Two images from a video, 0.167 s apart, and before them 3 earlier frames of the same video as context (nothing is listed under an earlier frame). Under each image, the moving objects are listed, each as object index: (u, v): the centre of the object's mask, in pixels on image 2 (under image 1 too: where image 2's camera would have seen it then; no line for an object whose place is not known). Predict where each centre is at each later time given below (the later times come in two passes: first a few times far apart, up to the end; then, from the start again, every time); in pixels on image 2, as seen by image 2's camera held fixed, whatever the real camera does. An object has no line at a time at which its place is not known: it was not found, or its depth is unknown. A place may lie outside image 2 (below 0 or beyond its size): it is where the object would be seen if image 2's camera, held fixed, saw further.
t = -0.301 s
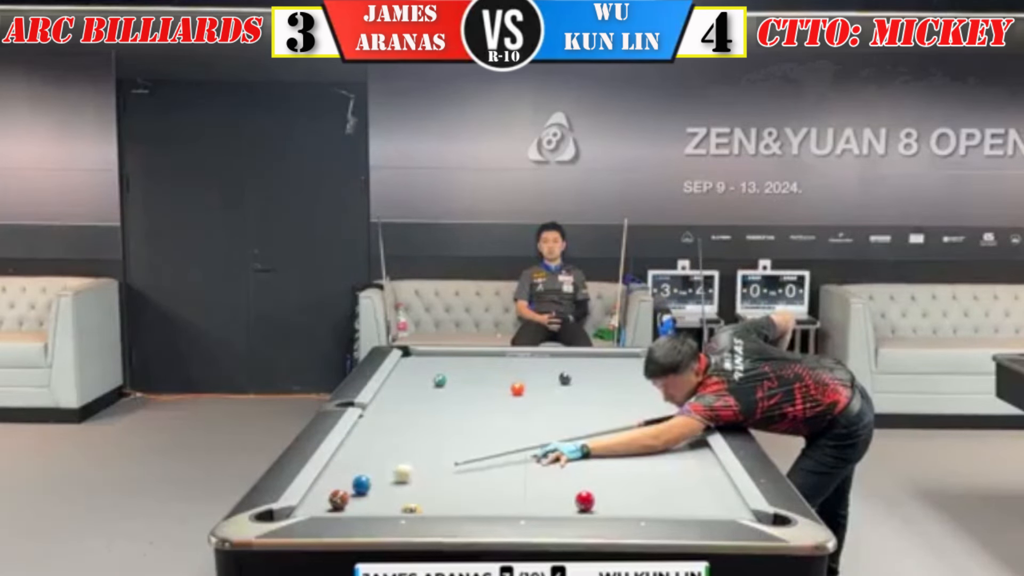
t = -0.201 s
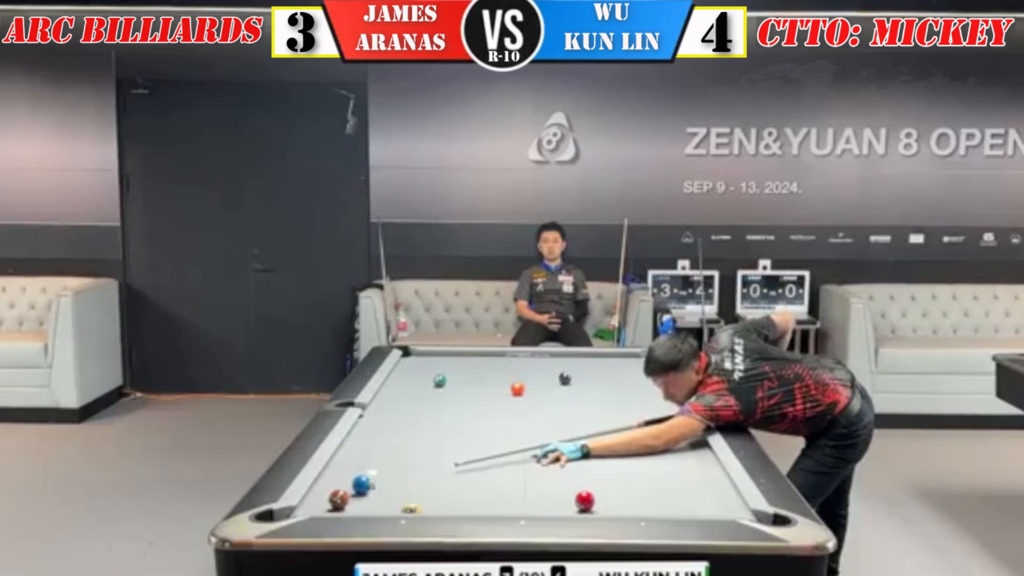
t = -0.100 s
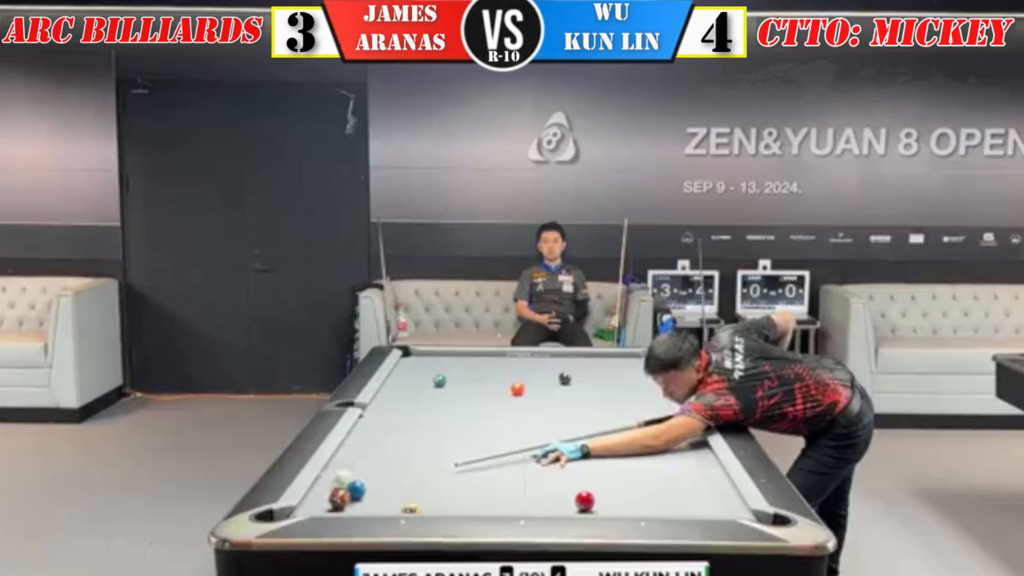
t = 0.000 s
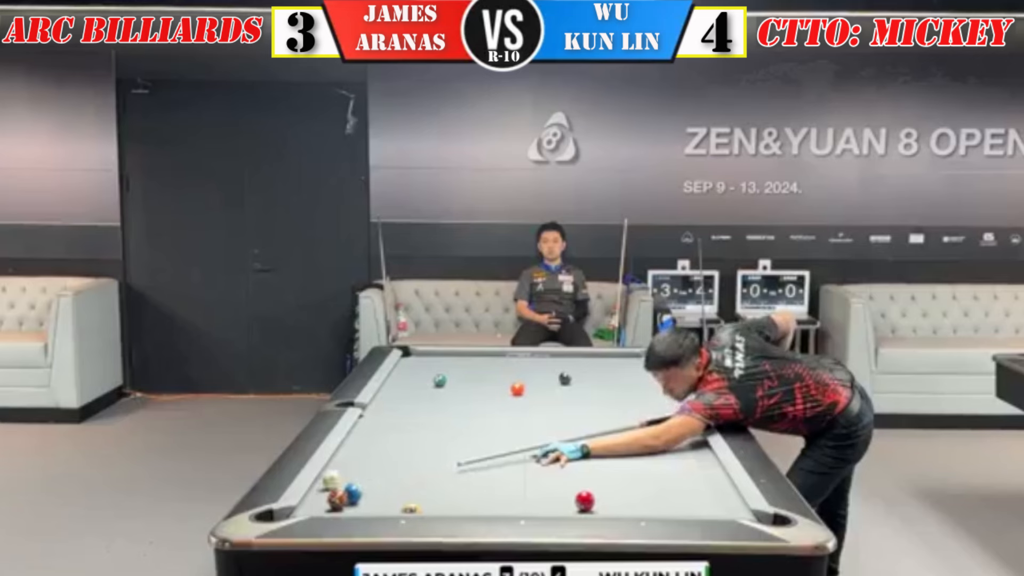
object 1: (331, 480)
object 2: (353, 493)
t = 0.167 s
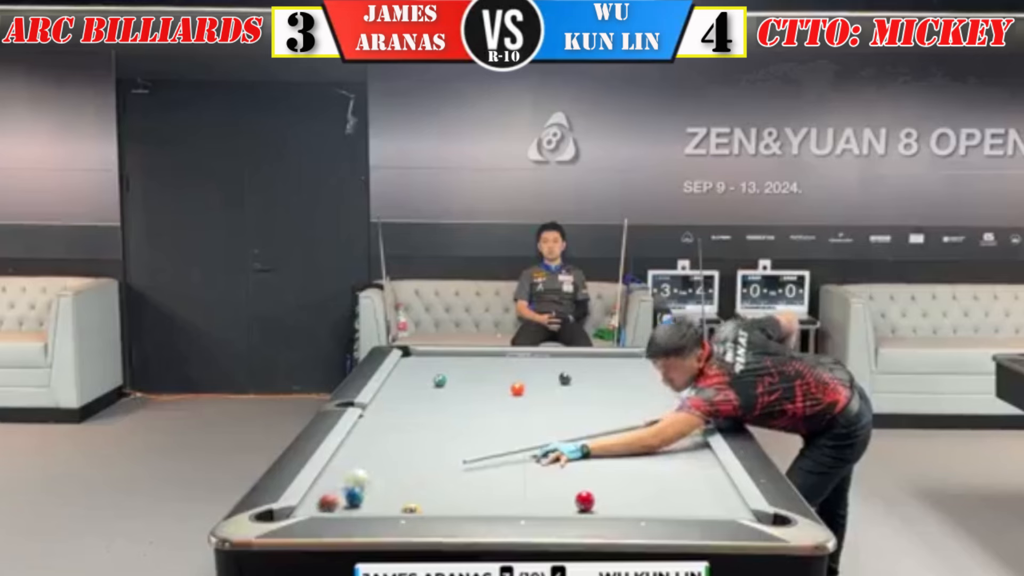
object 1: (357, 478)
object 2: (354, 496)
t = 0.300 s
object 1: (377, 479)
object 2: (355, 499)
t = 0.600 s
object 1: (417, 478)
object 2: (359, 501)
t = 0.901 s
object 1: (456, 477)
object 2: (361, 503)
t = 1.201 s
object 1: (491, 476)
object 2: (363, 505)
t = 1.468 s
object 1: (520, 475)
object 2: (364, 505)
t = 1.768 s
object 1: (550, 474)
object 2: (364, 505)
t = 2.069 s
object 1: (578, 473)
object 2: (364, 505)
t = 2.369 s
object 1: (602, 473)
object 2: (364, 505)
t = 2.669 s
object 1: (624, 472)
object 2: (364, 505)
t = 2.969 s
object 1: (643, 472)
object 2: (364, 505)
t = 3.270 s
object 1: (661, 471)
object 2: (364, 505)
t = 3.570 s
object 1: (675, 471)
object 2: (364, 506)
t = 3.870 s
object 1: (686, 471)
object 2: (364, 506)
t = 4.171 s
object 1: (696, 471)
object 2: (364, 506)
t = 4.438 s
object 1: (702, 471)
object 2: (364, 506)
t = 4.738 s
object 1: (708, 470)
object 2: (364, 506)
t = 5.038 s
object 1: (710, 471)
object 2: (364, 506)
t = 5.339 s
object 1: (711, 471)
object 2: (364, 506)
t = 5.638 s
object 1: (711, 470)
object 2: (364, 506)
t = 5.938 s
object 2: (364, 506)
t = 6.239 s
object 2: (364, 506)
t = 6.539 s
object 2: (364, 506)
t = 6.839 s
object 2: (364, 506)
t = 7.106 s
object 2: (364, 506)
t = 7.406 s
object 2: (365, 506)
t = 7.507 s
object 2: (364, 506)
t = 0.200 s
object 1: (362, 478)
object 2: (355, 496)
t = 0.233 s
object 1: (368, 479)
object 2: (355, 497)
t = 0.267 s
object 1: (372, 479)
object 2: (355, 498)
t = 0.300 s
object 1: (377, 479)
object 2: (355, 499)
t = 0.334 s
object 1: (381, 479)
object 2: (356, 499)
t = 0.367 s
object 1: (386, 479)
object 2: (356, 499)
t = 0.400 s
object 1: (390, 478)
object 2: (357, 500)
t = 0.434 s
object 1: (395, 478)
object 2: (357, 500)
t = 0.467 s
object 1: (400, 478)
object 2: (358, 500)
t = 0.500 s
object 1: (404, 478)
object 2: (358, 500)
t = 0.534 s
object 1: (409, 478)
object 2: (358, 501)
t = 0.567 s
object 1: (413, 478)
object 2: (358, 501)
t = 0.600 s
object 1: (417, 478)
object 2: (359, 501)
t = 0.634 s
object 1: (422, 478)
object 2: (359, 501)
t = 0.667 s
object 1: (427, 478)
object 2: (359, 502)
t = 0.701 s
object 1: (431, 478)
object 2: (360, 502)
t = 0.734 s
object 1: (435, 478)
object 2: (360, 503)
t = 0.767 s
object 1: (439, 478)
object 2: (360, 503)
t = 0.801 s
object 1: (443, 477)
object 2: (360, 503)
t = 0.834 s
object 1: (447, 477)
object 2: (360, 503)
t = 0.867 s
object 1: (452, 478)
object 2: (361, 503)
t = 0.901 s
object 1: (456, 477)
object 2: (361, 503)
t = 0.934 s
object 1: (459, 477)
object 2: (361, 504)
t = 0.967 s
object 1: (464, 477)
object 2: (361, 504)
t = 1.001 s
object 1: (468, 477)
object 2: (361, 504)
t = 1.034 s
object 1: (472, 476)
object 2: (362, 504)
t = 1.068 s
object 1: (475, 476)
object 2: (362, 504)
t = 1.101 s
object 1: (479, 476)
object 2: (362, 505)
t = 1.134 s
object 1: (483, 476)
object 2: (362, 505)
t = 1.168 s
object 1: (487, 476)
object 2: (362, 505)
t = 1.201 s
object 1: (491, 476)
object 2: (363, 505)
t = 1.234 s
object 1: (494, 476)
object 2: (363, 505)
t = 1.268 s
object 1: (498, 476)
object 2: (363, 505)
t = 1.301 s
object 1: (502, 476)
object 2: (363, 505)
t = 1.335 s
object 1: (505, 476)
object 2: (363, 505)
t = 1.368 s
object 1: (509, 476)
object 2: (363, 505)
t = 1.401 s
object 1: (513, 475)
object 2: (364, 505)
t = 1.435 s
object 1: (516, 475)
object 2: (364, 505)
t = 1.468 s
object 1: (520, 475)
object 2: (364, 505)
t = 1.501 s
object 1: (523, 476)
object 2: (363, 505)
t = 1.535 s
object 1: (527, 475)
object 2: (363, 505)
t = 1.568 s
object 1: (530, 474)
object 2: (363, 505)
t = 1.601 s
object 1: (533, 474)
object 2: (364, 505)
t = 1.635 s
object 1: (537, 474)
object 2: (363, 505)
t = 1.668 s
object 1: (540, 474)
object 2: (364, 505)
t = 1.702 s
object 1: (543, 474)
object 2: (364, 505)
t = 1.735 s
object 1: (547, 474)
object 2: (364, 505)
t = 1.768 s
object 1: (550, 474)
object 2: (364, 505)
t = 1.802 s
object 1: (553, 474)
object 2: (364, 505)
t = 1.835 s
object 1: (556, 474)
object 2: (364, 505)
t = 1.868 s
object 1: (559, 474)
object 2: (364, 505)
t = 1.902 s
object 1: (562, 473)
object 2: (364, 505)
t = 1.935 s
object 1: (565, 474)
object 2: (364, 505)
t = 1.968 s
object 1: (568, 473)
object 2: (364, 505)
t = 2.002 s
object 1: (572, 473)
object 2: (364, 505)
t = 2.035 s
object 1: (574, 473)
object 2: (364, 505)
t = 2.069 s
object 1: (578, 473)
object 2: (364, 505)
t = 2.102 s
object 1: (580, 474)
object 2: (364, 505)
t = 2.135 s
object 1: (582, 474)
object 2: (364, 505)
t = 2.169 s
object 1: (586, 474)
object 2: (364, 505)
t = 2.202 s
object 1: (588, 473)
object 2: (364, 505)
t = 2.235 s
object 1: (591, 473)
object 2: (364, 505)
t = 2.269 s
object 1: (594, 473)
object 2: (364, 505)
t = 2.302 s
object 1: (597, 473)
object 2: (364, 505)
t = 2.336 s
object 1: (599, 473)
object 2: (364, 505)
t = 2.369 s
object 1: (602, 473)
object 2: (364, 505)
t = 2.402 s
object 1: (605, 473)
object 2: (364, 505)
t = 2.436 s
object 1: (607, 473)
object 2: (364, 505)
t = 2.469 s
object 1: (610, 473)
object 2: (364, 505)
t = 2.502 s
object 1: (612, 473)
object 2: (364, 505)
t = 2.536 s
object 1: (614, 473)
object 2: (364, 505)
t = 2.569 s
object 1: (617, 472)
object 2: (364, 505)
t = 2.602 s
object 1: (619, 472)
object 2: (364, 505)
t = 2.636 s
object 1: (622, 472)
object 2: (364, 505)
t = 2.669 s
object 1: (624, 472)
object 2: (364, 505)
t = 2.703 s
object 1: (626, 472)
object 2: (364, 505)
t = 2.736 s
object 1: (628, 472)
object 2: (364, 505)
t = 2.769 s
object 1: (631, 472)
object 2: (364, 505)
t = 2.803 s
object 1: (633, 472)
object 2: (364, 505)
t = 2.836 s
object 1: (635, 472)
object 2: (364, 505)
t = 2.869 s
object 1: (637, 472)
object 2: (364, 505)
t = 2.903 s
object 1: (639, 472)
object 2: (364, 505)
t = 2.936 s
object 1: (641, 472)
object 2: (364, 505)
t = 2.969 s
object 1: (643, 472)
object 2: (364, 505)
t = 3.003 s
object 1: (646, 472)
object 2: (364, 505)
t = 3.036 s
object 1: (647, 472)
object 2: (364, 505)
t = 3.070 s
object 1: (649, 472)
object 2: (364, 505)
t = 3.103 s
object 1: (651, 472)
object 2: (364, 505)
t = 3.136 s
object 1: (653, 472)
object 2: (364, 505)
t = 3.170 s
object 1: (655, 472)
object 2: (364, 505)
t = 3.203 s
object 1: (657, 472)
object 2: (364, 505)
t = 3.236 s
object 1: (659, 471)
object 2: (364, 505)
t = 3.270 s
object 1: (661, 471)
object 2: (364, 505)
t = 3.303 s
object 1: (663, 471)
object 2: (364, 505)
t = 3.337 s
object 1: (665, 471)
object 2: (364, 505)
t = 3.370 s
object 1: (666, 471)
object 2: (364, 505)
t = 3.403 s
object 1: (668, 471)
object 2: (364, 505)
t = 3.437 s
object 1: (669, 471)
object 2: (364, 505)
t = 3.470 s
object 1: (671, 471)
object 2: (364, 505)
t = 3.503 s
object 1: (672, 470)
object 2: (364, 505)
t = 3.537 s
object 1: (673, 470)
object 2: (364, 505)
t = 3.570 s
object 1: (675, 471)
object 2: (364, 506)
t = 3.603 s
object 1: (676, 471)
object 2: (364, 506)
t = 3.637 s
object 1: (678, 471)
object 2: (364, 506)
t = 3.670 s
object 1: (679, 471)
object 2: (364, 506)
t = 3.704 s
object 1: (681, 471)
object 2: (364, 506)
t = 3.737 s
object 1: (682, 471)
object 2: (364, 506)
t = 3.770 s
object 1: (683, 471)
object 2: (364, 506)
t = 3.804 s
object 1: (684, 471)
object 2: (364, 506)
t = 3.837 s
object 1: (685, 471)
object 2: (364, 506)
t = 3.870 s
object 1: (686, 471)
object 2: (364, 506)
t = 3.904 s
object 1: (688, 470)
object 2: (364, 506)
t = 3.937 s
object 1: (689, 470)
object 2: (364, 506)
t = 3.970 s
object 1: (690, 471)
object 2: (364, 506)
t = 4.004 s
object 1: (691, 471)
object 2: (364, 506)
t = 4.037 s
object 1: (692, 471)
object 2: (364, 506)
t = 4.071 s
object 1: (694, 471)
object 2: (364, 506)
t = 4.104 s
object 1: (695, 471)
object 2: (364, 506)
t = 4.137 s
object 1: (696, 471)
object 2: (364, 506)
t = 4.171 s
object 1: (696, 471)
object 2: (364, 506)
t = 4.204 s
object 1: (697, 471)
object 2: (364, 506)
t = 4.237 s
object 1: (698, 471)
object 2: (364, 506)
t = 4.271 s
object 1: (699, 471)
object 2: (364, 506)
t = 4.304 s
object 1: (700, 471)
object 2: (364, 506)
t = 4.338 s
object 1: (701, 471)
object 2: (364, 506)
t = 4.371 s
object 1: (701, 471)
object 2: (364, 506)
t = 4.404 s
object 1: (702, 471)
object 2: (364, 506)
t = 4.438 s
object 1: (702, 471)
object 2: (364, 506)
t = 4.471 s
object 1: (703, 471)
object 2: (364, 506)
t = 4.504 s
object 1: (704, 471)
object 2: (364, 506)
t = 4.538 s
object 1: (704, 471)
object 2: (364, 506)
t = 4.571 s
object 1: (705, 471)
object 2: (364, 506)
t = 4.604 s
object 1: (705, 471)
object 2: (364, 506)
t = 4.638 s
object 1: (706, 471)
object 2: (364, 506)
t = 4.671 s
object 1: (706, 470)
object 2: (364, 506)
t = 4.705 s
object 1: (707, 470)
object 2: (364, 506)
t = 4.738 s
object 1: (708, 470)
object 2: (364, 506)
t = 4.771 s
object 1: (708, 470)
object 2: (364, 506)
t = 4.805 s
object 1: (709, 470)
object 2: (364, 506)
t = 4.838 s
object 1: (709, 470)
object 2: (364, 506)
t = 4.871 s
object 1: (709, 470)
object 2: (364, 506)
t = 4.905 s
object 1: (710, 471)
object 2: (364, 506)
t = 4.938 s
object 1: (710, 471)
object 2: (364, 506)
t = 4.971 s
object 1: (710, 471)
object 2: (364, 506)
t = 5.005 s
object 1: (710, 471)
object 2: (364, 506)
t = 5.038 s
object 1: (710, 471)
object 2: (364, 506)
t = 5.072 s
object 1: (710, 471)
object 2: (364, 506)
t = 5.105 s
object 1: (710, 471)
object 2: (364, 506)
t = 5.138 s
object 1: (710, 471)
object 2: (364, 506)
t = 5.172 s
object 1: (711, 471)
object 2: (364, 506)
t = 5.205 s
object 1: (711, 471)
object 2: (364, 506)
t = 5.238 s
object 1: (711, 471)
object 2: (364, 506)
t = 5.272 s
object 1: (711, 471)
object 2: (364, 506)
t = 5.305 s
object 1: (711, 471)
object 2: (364, 506)
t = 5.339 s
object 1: (711, 471)
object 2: (364, 506)
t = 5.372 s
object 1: (711, 471)
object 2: (364, 506)
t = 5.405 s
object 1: (711, 471)
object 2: (364, 506)
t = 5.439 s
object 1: (711, 471)
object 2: (364, 506)
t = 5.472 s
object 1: (711, 471)
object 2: (364, 506)
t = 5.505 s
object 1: (711, 471)
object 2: (364, 506)
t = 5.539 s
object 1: (711, 471)
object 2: (364, 506)
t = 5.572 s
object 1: (711, 470)
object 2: (364, 506)
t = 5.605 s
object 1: (711, 470)
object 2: (364, 506)
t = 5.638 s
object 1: (711, 470)
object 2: (364, 506)
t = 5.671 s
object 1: (711, 470)
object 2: (364, 506)
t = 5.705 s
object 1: (711, 470)
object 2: (364, 506)
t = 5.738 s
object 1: (711, 470)
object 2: (364, 506)
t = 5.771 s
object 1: (711, 470)
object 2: (364, 506)
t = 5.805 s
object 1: (712, 470)
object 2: (364, 506)
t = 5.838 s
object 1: (711, 470)
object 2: (364, 506)
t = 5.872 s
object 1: (711, 470)
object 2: (364, 506)
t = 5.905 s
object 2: (364, 506)
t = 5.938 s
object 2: (364, 506)
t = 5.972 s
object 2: (364, 506)
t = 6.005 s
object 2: (364, 506)
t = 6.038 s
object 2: (364, 506)
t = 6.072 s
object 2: (364, 506)
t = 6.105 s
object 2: (364, 506)
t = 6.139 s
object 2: (364, 506)
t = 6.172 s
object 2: (364, 506)
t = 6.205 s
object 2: (364, 506)
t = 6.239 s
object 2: (364, 506)
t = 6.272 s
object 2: (364, 506)
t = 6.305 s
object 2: (365, 506)
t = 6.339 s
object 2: (364, 506)
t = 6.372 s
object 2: (365, 506)
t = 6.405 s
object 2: (364, 506)
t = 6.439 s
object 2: (364, 506)
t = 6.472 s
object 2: (364, 506)
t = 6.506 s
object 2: (364, 506)
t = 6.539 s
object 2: (364, 506)
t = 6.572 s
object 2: (364, 506)
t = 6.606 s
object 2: (364, 506)
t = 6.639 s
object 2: (365, 506)
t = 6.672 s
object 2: (364, 506)
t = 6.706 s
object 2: (364, 506)
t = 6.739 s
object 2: (364, 506)
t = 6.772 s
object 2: (365, 506)
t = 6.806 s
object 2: (364, 506)
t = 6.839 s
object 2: (364, 506)
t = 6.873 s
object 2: (365, 506)
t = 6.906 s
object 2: (364, 506)
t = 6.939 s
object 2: (364, 506)
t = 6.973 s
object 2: (364, 506)
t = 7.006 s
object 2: (364, 506)
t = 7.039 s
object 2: (365, 506)
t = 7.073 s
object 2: (364, 506)
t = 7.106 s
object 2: (364, 506)
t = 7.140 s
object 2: (364, 506)
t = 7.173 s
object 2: (365, 506)
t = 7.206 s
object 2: (365, 506)
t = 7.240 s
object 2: (364, 506)
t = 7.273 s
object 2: (364, 506)
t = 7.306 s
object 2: (364, 506)
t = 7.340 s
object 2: (364, 506)
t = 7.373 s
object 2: (364, 506)
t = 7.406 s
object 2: (365, 506)
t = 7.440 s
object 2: (365, 506)
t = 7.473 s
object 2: (365, 506)
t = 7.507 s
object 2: (364, 506)
